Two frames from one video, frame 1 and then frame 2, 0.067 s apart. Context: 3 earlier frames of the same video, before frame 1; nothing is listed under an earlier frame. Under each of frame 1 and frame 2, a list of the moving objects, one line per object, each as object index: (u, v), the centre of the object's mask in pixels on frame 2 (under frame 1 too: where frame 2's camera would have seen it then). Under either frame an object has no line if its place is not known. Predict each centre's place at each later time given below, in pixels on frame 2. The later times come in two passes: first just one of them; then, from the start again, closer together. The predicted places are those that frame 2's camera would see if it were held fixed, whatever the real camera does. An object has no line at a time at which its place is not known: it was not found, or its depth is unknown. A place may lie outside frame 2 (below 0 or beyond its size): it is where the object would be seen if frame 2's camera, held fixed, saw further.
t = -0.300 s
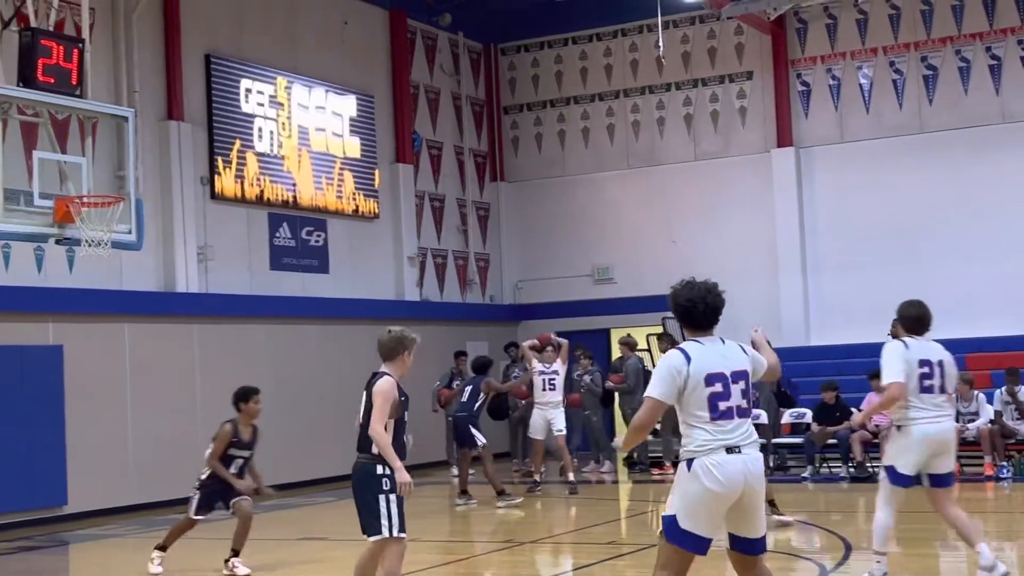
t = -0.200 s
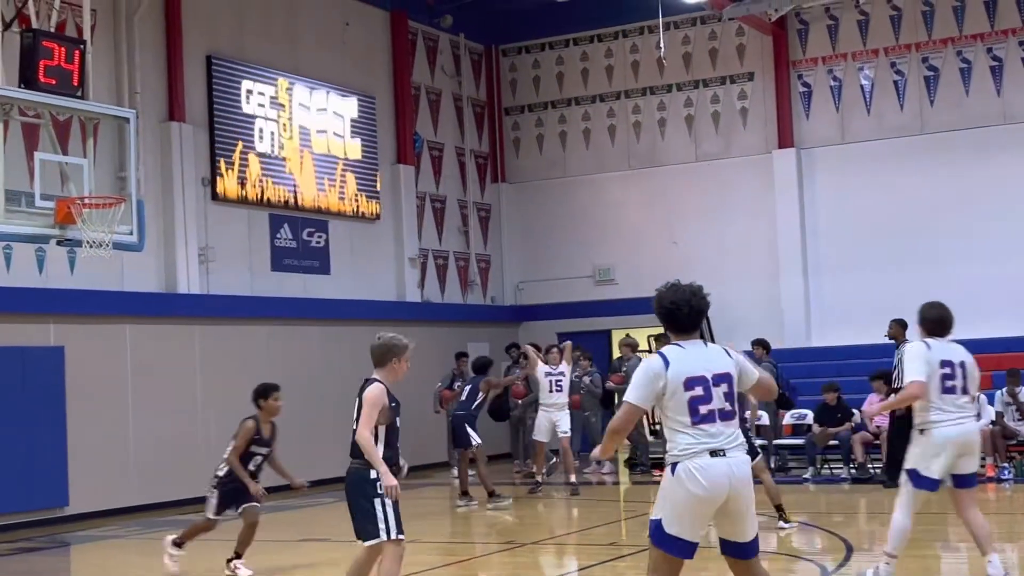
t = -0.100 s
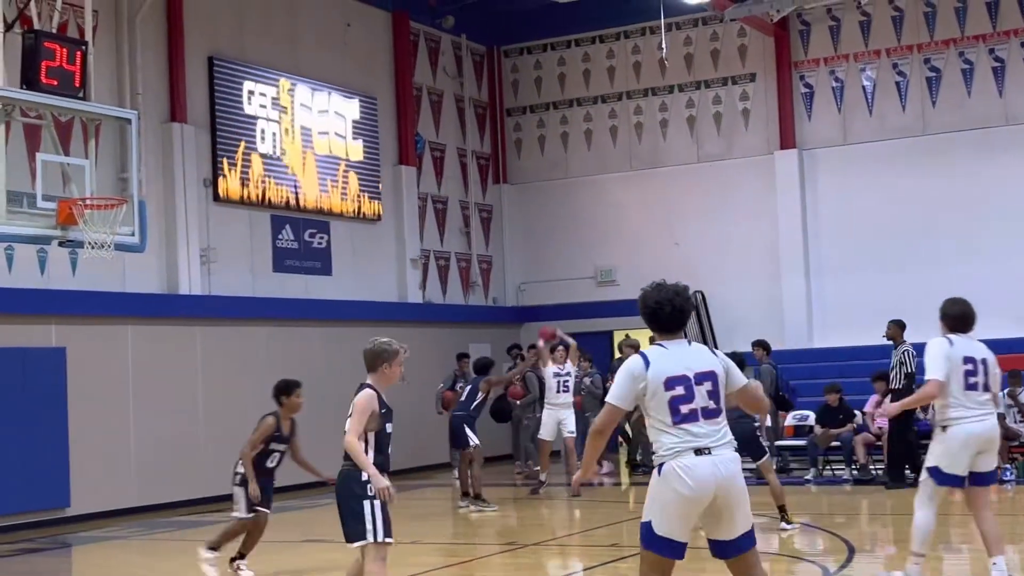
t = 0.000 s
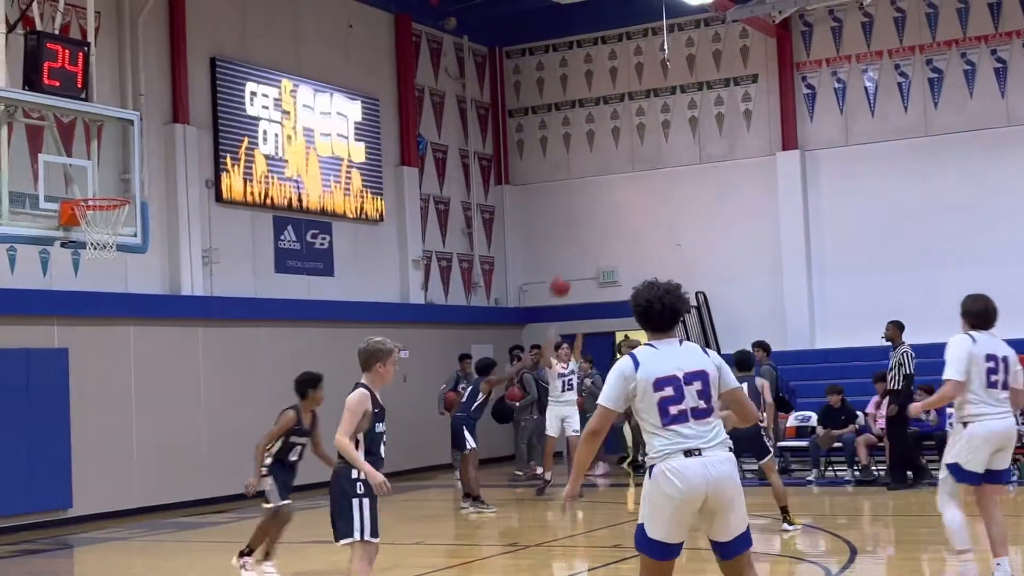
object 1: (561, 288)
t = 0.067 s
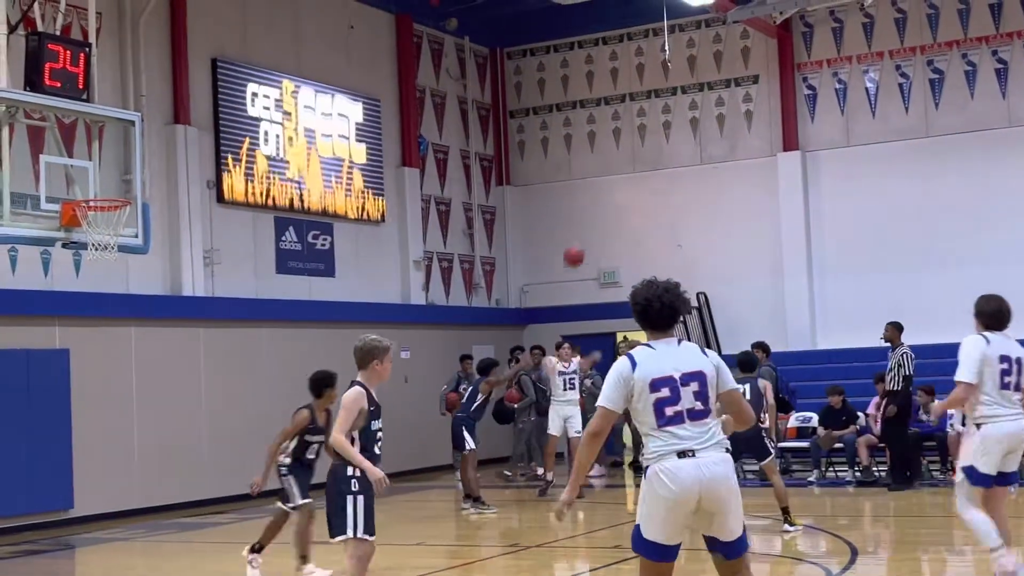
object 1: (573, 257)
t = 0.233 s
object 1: (610, 189)
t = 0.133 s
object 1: (588, 227)
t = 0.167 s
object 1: (595, 215)
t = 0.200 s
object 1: (602, 203)
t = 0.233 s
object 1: (610, 189)
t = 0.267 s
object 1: (619, 179)
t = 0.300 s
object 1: (628, 166)
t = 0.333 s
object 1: (636, 156)
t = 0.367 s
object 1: (646, 147)
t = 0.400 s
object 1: (656, 138)
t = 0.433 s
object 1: (667, 130)
